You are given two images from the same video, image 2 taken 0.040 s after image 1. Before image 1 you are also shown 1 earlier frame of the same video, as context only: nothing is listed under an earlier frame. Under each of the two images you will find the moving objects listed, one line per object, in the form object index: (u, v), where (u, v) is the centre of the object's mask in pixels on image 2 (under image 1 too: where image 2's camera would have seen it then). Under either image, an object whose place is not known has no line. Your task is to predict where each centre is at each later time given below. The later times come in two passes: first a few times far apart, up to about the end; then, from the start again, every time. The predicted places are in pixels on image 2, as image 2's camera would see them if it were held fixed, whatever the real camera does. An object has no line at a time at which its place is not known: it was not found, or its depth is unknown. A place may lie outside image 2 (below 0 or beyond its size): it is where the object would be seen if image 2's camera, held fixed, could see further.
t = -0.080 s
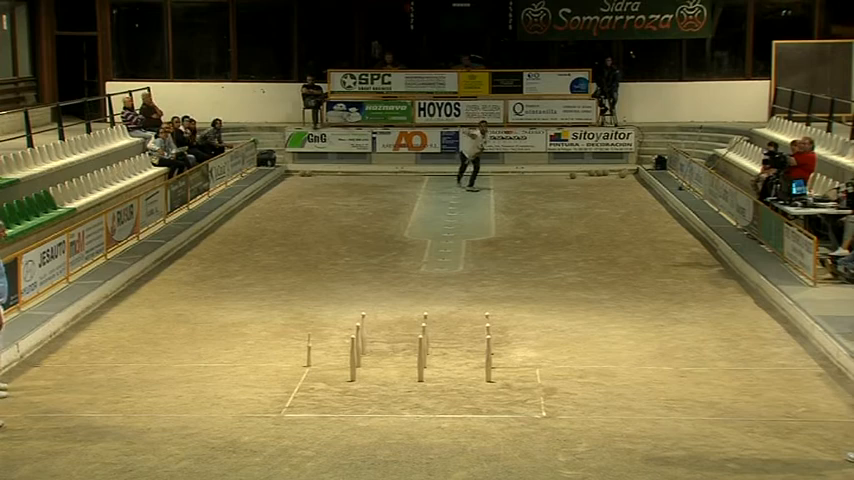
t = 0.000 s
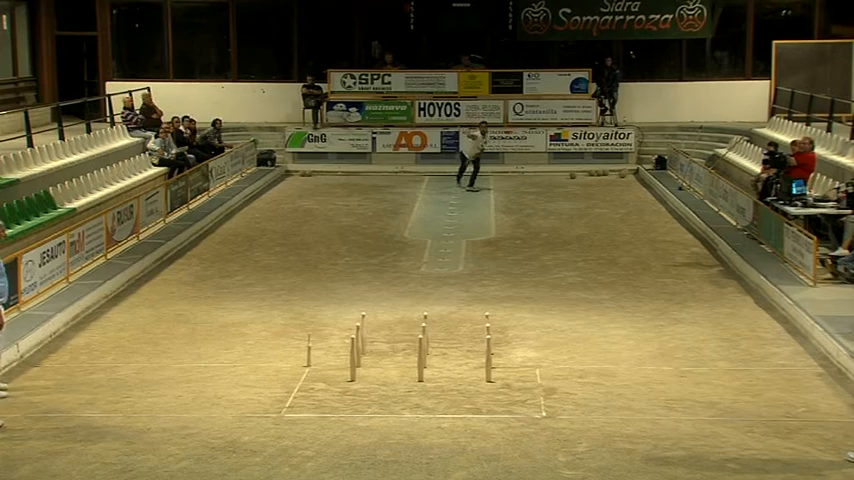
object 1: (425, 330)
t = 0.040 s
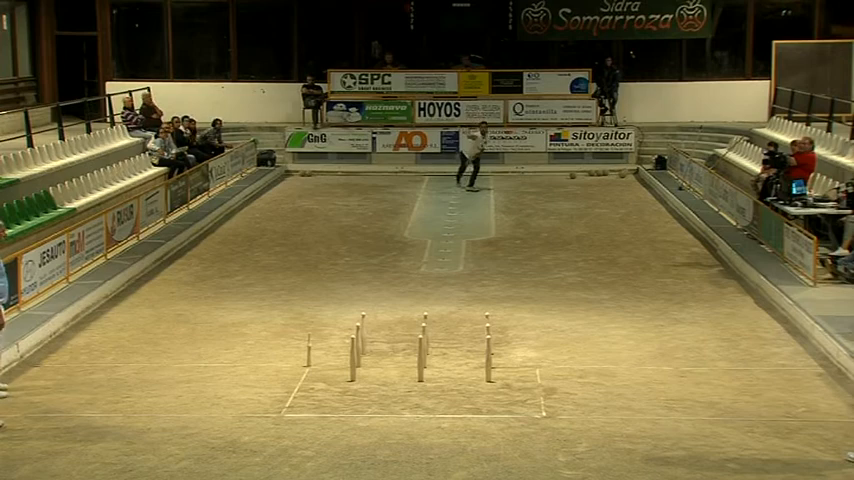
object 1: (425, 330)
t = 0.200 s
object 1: (425, 329)
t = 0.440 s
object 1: (425, 330)
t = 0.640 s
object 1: (424, 325)
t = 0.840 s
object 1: (424, 330)
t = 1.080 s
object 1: (443, 364)
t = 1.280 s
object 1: (455, 376)
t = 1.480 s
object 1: (457, 377)
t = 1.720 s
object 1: (457, 377)
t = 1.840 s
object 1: (457, 377)
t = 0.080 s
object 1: (425, 330)
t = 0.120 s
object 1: (425, 330)
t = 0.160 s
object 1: (425, 329)
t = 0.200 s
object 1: (425, 329)
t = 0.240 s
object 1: (425, 329)
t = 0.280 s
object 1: (425, 329)
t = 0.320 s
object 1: (425, 330)
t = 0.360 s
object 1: (425, 330)
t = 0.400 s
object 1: (425, 330)
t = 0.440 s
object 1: (425, 330)
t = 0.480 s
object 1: (425, 329)
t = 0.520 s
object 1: (425, 329)
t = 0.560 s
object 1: (425, 329)
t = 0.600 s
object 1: (424, 329)
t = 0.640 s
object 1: (424, 325)
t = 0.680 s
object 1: (423, 326)
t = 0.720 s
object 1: (421, 327)
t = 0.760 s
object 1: (422, 330)
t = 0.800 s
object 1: (423, 330)
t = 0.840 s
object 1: (424, 330)
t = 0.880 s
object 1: (425, 336)
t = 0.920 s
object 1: (427, 345)
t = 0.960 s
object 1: (430, 354)
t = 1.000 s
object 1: (434, 355)
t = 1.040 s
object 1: (440, 362)
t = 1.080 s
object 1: (443, 364)
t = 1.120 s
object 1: (446, 366)
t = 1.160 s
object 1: (449, 370)
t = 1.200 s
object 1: (451, 374)
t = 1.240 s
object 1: (453, 375)
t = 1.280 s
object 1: (455, 376)
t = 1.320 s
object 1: (456, 376)
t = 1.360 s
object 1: (456, 376)
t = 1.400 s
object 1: (456, 376)
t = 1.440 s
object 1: (456, 377)
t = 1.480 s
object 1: (457, 377)
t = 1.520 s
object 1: (457, 377)
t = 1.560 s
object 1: (457, 377)
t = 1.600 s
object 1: (457, 377)
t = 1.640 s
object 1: (457, 377)
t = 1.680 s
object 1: (457, 377)
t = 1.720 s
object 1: (457, 377)
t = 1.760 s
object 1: (457, 377)
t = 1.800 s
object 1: (457, 377)
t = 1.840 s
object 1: (457, 377)
